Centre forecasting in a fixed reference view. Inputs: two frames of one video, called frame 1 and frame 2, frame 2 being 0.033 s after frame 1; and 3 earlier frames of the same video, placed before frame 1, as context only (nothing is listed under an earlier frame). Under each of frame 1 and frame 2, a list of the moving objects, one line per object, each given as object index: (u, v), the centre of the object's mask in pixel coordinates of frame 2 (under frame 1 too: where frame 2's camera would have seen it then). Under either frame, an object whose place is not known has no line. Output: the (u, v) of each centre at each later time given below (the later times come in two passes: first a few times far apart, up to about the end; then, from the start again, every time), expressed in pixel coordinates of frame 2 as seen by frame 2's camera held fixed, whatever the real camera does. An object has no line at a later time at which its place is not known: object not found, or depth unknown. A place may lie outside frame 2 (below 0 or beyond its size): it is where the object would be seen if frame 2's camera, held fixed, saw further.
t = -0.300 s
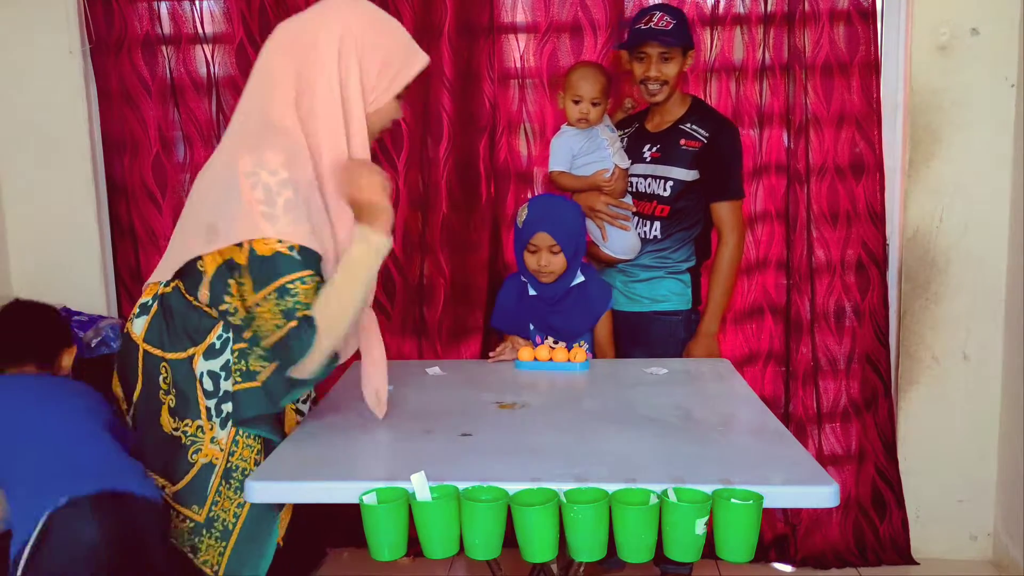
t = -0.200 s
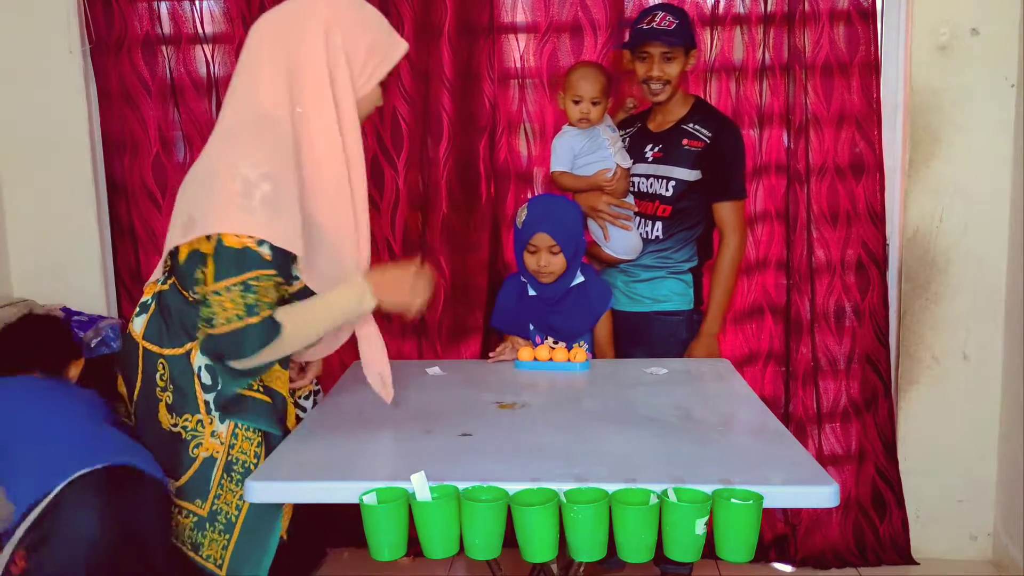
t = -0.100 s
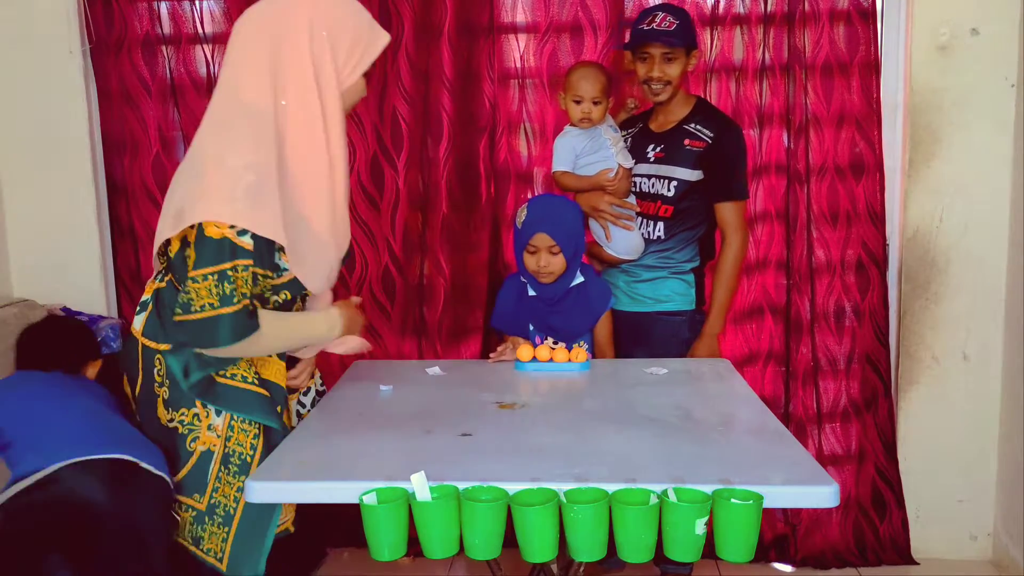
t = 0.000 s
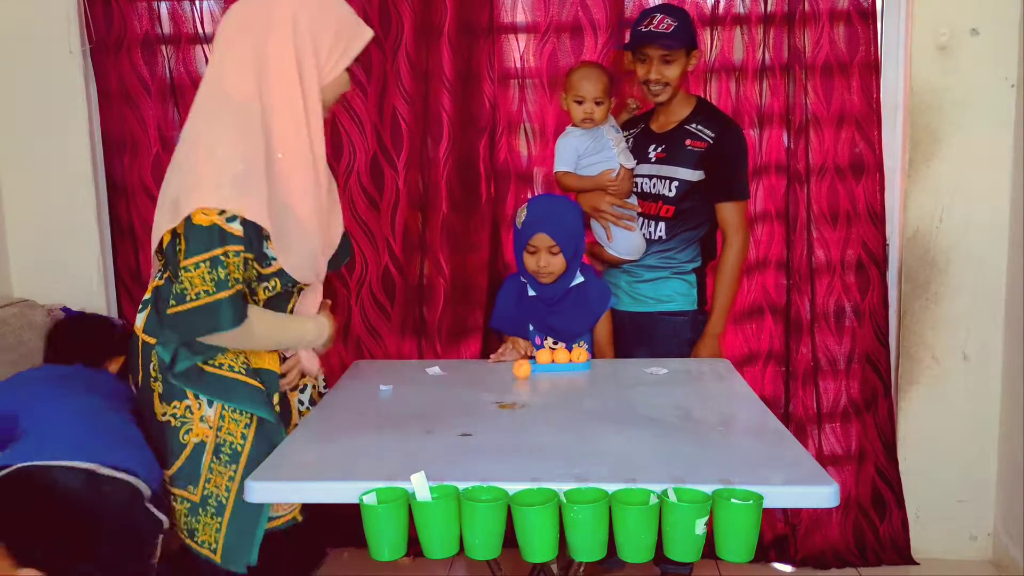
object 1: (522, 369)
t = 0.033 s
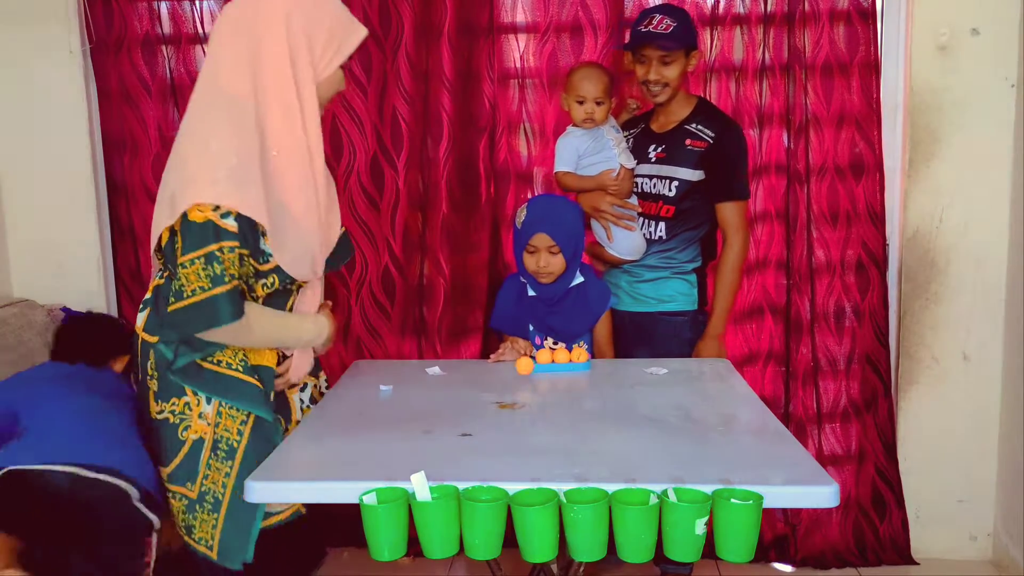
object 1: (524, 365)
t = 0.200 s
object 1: (537, 379)
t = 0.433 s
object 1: (556, 391)
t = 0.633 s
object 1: (572, 399)
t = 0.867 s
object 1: (594, 409)
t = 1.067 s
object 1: (615, 416)
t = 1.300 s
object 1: (642, 425)
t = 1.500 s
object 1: (665, 432)
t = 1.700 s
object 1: (691, 440)
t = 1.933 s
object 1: (725, 450)
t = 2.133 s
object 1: (760, 459)
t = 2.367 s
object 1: (806, 469)
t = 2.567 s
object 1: (849, 495)
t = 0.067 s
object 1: (527, 367)
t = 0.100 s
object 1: (530, 373)
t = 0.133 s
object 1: (533, 375)
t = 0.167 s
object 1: (535, 375)
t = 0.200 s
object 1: (537, 379)
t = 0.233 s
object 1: (540, 381)
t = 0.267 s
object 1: (542, 384)
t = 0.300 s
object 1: (545, 385)
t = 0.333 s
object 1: (548, 387)
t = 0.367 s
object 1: (550, 388)
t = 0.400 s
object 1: (553, 389)
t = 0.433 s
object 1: (556, 391)
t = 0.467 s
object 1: (558, 392)
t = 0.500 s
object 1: (561, 394)
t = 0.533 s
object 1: (564, 395)
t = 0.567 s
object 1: (567, 397)
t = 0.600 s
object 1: (569, 398)
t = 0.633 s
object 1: (572, 399)
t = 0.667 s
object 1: (575, 401)
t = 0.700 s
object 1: (579, 402)
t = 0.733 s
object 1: (581, 403)
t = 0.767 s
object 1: (585, 405)
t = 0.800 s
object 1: (588, 406)
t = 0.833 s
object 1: (591, 407)
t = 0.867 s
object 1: (594, 409)
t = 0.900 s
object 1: (598, 410)
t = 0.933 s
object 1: (601, 411)
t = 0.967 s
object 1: (604, 412)
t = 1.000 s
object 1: (608, 414)
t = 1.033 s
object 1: (612, 414)
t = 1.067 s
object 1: (615, 416)
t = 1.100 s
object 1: (619, 417)
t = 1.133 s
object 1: (622, 418)
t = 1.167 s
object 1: (626, 420)
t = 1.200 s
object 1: (630, 421)
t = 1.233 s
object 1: (634, 422)
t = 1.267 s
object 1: (638, 423)
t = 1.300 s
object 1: (642, 425)
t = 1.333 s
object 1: (646, 426)
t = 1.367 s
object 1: (650, 427)
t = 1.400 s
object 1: (654, 428)
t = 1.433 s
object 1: (657, 429)
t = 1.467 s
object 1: (661, 431)
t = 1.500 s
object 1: (665, 432)
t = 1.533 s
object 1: (669, 433)
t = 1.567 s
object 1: (674, 435)
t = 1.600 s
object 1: (678, 436)
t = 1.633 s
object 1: (682, 437)
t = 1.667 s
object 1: (687, 439)
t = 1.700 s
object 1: (691, 440)
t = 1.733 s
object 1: (696, 442)
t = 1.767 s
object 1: (701, 443)
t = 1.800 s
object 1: (705, 444)
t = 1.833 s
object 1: (710, 446)
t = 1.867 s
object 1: (715, 447)
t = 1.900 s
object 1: (720, 449)
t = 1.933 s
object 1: (725, 450)
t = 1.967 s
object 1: (731, 452)
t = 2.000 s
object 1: (736, 453)
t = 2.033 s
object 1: (742, 455)
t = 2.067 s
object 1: (748, 457)
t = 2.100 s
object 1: (754, 458)
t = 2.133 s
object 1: (760, 459)
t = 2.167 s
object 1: (767, 461)
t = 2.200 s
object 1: (773, 463)
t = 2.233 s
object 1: (779, 464)
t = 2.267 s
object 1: (785, 465)
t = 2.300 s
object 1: (792, 466)
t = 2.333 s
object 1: (799, 468)
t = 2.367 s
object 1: (806, 469)
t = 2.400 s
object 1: (813, 470)
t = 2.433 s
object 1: (820, 472)
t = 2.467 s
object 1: (827, 473)
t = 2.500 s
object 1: (834, 476)
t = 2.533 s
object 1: (842, 482)
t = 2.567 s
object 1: (849, 495)
